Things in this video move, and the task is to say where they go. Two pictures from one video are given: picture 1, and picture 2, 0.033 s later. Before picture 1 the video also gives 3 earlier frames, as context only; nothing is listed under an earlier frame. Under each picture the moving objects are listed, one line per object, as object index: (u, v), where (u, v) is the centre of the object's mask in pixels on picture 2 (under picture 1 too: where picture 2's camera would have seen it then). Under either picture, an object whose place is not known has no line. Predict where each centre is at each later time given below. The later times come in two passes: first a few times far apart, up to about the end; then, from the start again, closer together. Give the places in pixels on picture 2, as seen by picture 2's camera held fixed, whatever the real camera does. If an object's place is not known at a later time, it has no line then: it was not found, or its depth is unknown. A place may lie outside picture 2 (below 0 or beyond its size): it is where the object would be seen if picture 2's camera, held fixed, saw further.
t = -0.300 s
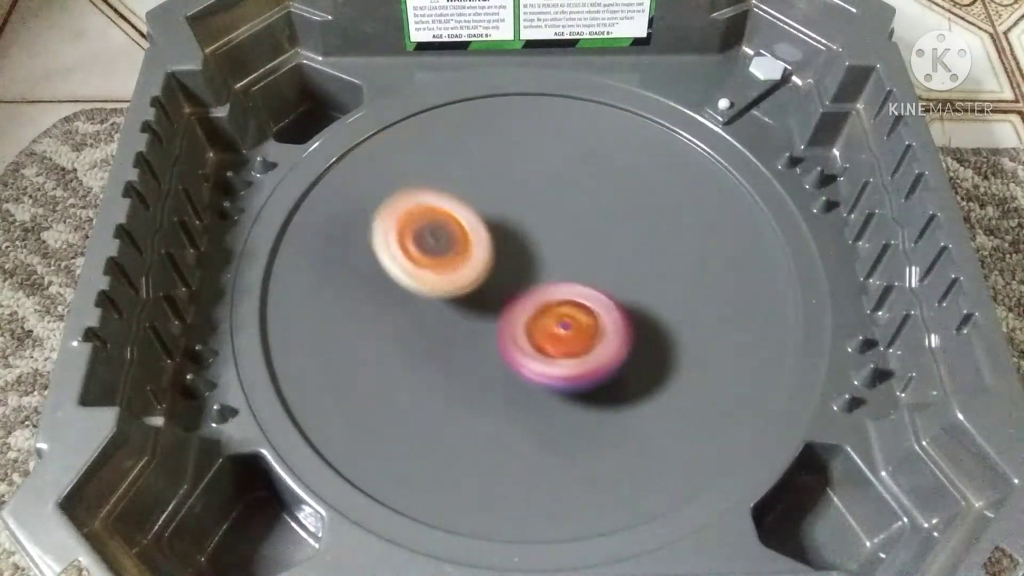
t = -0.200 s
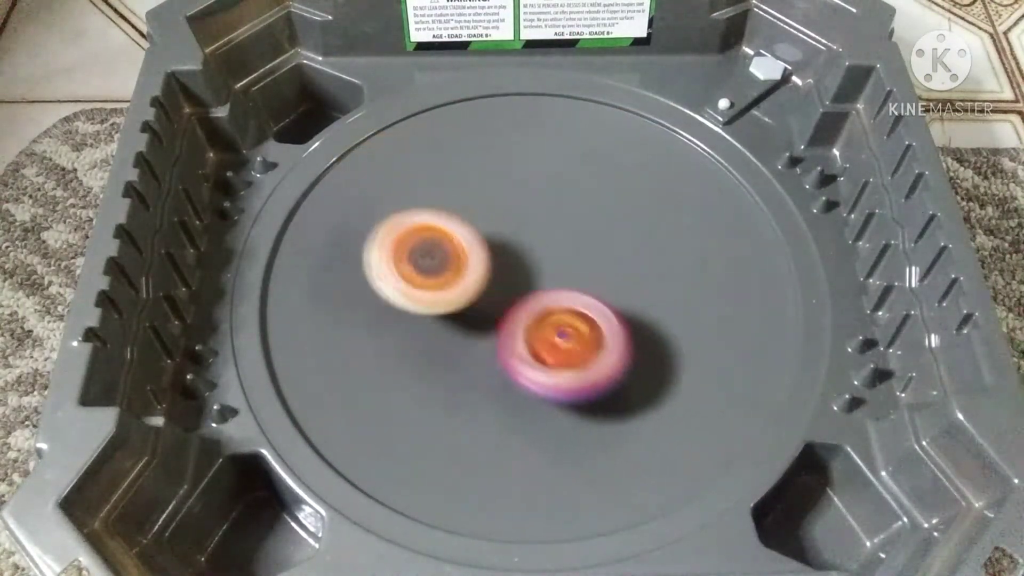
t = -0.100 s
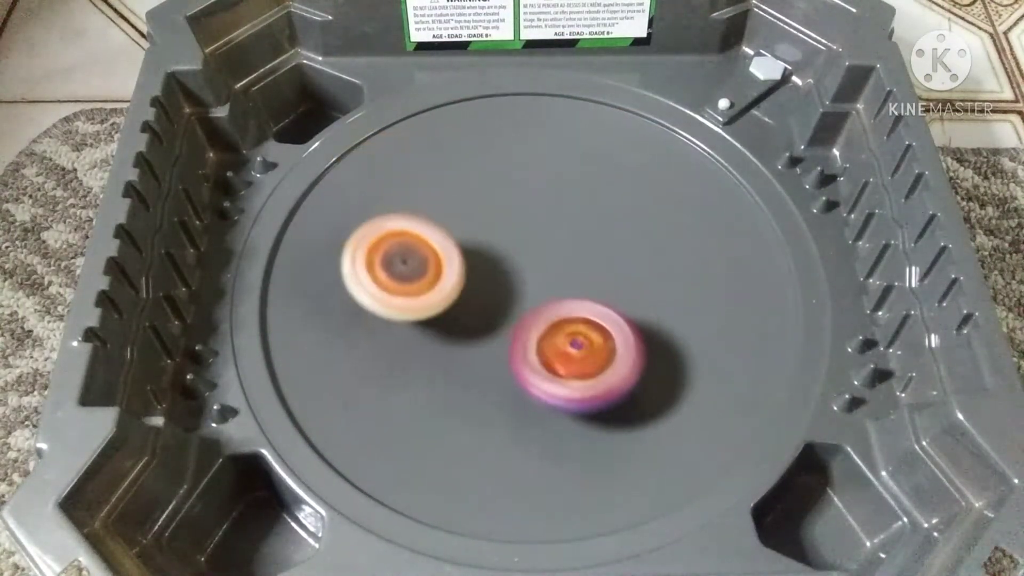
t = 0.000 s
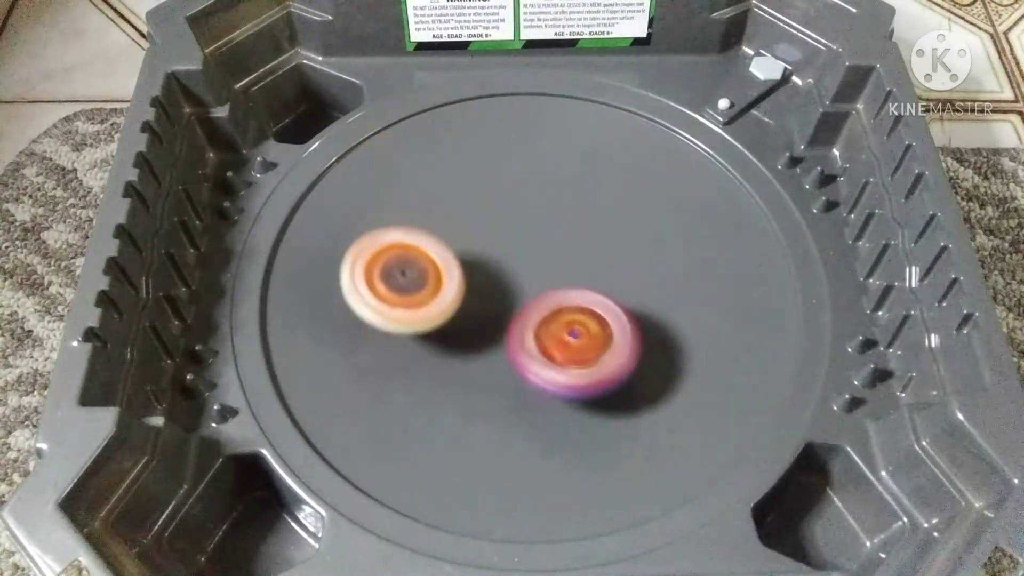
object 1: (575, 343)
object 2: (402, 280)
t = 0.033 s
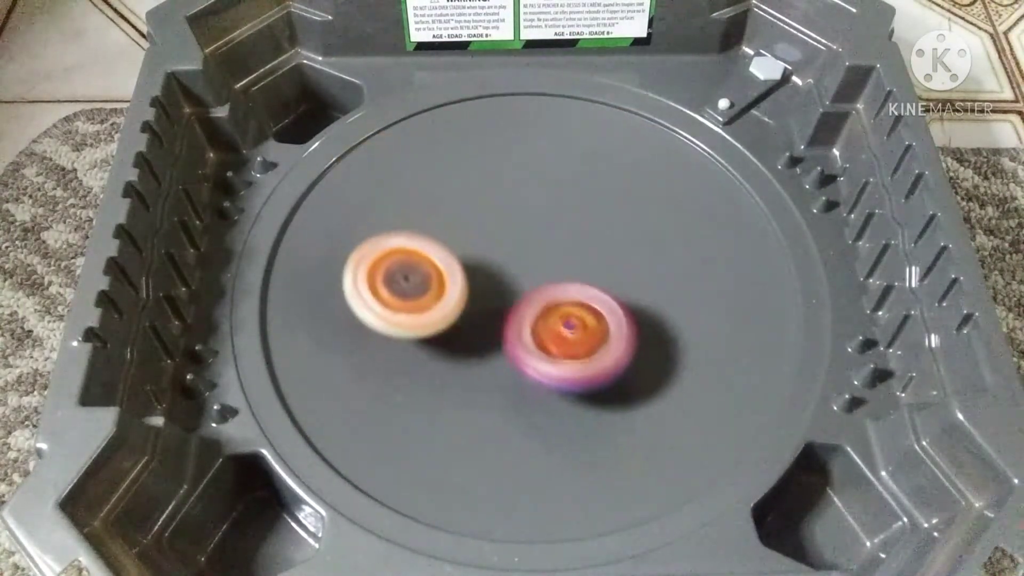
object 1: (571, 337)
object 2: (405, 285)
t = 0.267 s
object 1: (560, 284)
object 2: (407, 321)
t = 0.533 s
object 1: (522, 221)
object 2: (445, 357)
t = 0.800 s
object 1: (469, 220)
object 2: (491, 384)
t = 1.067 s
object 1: (499, 269)
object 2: (574, 365)
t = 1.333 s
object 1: (514, 236)
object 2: (658, 375)
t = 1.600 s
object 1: (535, 258)
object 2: (650, 313)
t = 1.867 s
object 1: (434, 247)
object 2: (751, 301)
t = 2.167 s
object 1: (497, 311)
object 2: (658, 261)
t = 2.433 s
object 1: (482, 331)
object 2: (622, 166)
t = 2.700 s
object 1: (517, 308)
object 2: (554, 158)
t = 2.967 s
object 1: (540, 326)
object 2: (465, 149)
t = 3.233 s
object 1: (574, 314)
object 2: (455, 207)
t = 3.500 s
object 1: (585, 279)
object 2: (450, 279)
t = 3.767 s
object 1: (566, 246)
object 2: (448, 337)
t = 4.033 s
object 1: (525, 233)
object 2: (509, 361)
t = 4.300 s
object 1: (507, 239)
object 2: (582, 326)
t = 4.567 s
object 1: (492, 253)
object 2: (612, 285)
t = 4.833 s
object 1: (496, 287)
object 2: (609, 239)
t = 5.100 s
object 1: (503, 321)
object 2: (564, 210)
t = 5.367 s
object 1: (536, 351)
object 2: (512, 199)
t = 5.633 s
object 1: (582, 317)
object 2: (471, 249)
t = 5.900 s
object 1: (580, 266)
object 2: (434, 313)
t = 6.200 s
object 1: (513, 249)
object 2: (498, 362)
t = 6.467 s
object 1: (486, 264)
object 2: (584, 347)
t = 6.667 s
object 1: (504, 277)
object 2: (629, 308)
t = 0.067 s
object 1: (566, 329)
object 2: (409, 290)
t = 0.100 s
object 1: (561, 322)
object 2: (414, 295)
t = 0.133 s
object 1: (554, 316)
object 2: (419, 301)
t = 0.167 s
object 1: (556, 308)
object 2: (415, 307)
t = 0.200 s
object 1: (560, 299)
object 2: (410, 312)
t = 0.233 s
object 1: (562, 291)
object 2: (406, 317)
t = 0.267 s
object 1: (560, 284)
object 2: (407, 321)
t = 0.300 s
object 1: (556, 277)
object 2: (412, 322)
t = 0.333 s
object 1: (550, 271)
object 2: (417, 323)
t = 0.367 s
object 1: (542, 265)
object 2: (424, 324)
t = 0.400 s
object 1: (533, 260)
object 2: (433, 324)
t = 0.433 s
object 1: (531, 249)
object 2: (435, 332)
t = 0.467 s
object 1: (530, 238)
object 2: (437, 342)
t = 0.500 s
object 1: (527, 229)
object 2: (440, 350)
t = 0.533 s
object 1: (522, 221)
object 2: (445, 357)
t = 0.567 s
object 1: (516, 215)
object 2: (449, 363)
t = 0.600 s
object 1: (508, 210)
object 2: (454, 368)
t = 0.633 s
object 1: (500, 207)
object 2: (459, 373)
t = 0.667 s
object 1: (492, 208)
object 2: (465, 377)
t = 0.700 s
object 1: (485, 209)
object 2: (470, 380)
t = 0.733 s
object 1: (479, 211)
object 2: (477, 382)
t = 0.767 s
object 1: (473, 215)
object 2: (483, 383)
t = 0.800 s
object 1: (469, 220)
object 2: (491, 384)
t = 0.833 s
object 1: (466, 227)
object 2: (499, 383)
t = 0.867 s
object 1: (466, 233)
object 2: (507, 382)
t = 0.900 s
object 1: (468, 240)
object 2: (516, 379)
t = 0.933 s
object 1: (471, 248)
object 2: (526, 377)
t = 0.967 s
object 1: (476, 255)
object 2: (536, 373)
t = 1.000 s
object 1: (484, 262)
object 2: (546, 368)
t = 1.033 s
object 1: (492, 268)
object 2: (556, 364)
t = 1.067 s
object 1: (499, 269)
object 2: (574, 365)
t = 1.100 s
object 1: (498, 259)
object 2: (596, 374)
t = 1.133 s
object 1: (498, 251)
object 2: (616, 380)
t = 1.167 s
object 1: (501, 244)
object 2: (631, 384)
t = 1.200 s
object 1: (503, 240)
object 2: (642, 384)
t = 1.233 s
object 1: (506, 236)
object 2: (650, 384)
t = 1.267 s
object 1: (508, 235)
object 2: (654, 381)
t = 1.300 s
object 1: (511, 236)
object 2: (657, 379)
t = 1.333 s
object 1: (514, 236)
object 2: (658, 375)
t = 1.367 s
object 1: (517, 237)
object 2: (658, 371)
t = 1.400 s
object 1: (519, 239)
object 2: (658, 365)
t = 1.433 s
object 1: (521, 241)
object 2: (657, 358)
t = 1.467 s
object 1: (523, 245)
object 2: (656, 351)
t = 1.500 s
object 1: (527, 248)
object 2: (655, 342)
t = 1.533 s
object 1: (529, 251)
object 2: (653, 333)
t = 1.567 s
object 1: (532, 254)
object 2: (653, 322)
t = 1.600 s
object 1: (535, 258)
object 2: (650, 313)
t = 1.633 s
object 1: (532, 257)
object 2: (660, 306)
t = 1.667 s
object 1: (510, 247)
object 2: (691, 307)
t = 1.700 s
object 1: (488, 238)
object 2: (716, 306)
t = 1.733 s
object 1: (471, 233)
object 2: (733, 304)
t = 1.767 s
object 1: (457, 232)
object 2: (743, 303)
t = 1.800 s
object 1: (447, 234)
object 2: (749, 302)
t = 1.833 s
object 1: (439, 240)
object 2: (751, 302)
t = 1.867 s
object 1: (434, 247)
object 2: (751, 301)
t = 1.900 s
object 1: (431, 257)
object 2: (748, 300)
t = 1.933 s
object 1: (432, 267)
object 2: (743, 299)
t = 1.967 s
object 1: (435, 277)
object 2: (736, 296)
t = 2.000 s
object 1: (441, 286)
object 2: (727, 292)
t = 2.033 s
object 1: (450, 295)
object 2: (716, 287)
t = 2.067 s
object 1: (461, 301)
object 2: (703, 281)
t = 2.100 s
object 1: (472, 306)
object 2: (690, 275)
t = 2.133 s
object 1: (484, 309)
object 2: (674, 268)
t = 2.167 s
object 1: (497, 311)
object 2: (658, 261)
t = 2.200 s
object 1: (511, 310)
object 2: (643, 254)
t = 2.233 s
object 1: (518, 310)
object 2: (630, 245)
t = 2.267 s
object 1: (505, 317)
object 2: (636, 225)
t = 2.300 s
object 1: (494, 323)
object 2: (639, 206)
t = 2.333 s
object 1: (486, 327)
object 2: (637, 192)
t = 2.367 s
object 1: (483, 329)
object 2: (634, 182)
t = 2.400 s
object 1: (481, 330)
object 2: (629, 172)
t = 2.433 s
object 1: (482, 331)
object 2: (622, 166)
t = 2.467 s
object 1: (484, 331)
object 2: (615, 162)
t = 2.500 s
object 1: (489, 331)
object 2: (609, 159)
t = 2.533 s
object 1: (493, 329)
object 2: (601, 157)
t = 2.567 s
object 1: (499, 326)
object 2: (592, 156)
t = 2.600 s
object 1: (504, 322)
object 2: (584, 155)
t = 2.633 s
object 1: (508, 318)
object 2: (574, 155)
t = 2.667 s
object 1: (512, 314)
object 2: (563, 156)
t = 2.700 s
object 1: (517, 308)
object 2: (554, 158)
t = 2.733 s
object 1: (520, 303)
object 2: (543, 161)
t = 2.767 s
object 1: (523, 298)
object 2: (532, 165)
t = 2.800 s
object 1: (524, 292)
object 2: (522, 170)
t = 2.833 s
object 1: (525, 287)
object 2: (512, 175)
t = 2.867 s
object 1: (527, 294)
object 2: (498, 171)
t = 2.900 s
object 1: (531, 309)
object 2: (484, 161)
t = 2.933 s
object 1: (536, 319)
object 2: (474, 154)
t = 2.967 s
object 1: (540, 326)
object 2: (465, 149)
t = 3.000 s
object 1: (544, 331)
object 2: (458, 149)
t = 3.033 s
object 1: (550, 334)
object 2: (453, 153)
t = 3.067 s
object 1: (556, 334)
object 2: (451, 158)
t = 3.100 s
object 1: (562, 331)
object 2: (450, 164)
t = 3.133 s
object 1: (566, 327)
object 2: (450, 173)
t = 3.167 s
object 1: (569, 323)
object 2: (450, 184)
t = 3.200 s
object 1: (572, 319)
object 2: (453, 196)
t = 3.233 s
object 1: (574, 314)
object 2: (455, 207)
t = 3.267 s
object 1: (576, 308)
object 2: (459, 219)
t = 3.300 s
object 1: (576, 301)
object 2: (463, 232)
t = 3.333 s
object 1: (578, 296)
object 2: (464, 243)
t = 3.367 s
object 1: (583, 293)
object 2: (458, 249)
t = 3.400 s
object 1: (586, 290)
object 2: (453, 257)
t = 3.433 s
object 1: (588, 287)
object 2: (450, 265)
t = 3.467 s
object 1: (588, 283)
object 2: (450, 273)
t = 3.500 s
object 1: (585, 279)
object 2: (450, 279)
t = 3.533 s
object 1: (581, 274)
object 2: (451, 286)
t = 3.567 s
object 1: (576, 271)
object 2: (453, 292)
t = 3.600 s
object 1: (576, 265)
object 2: (448, 302)
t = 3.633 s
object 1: (579, 259)
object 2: (444, 311)
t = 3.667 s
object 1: (579, 255)
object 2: (443, 319)
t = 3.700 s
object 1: (576, 251)
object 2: (443, 326)
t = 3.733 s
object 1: (572, 248)
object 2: (445, 332)
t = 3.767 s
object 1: (566, 246)
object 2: (448, 337)
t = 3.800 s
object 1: (559, 245)
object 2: (454, 341)
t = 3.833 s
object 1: (553, 246)
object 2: (461, 344)
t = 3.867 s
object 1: (547, 246)
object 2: (469, 346)
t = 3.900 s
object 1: (541, 248)
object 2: (478, 345)
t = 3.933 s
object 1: (535, 249)
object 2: (486, 345)
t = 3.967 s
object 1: (531, 244)
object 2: (492, 352)
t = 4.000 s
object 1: (527, 236)
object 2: (499, 359)
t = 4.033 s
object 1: (525, 233)
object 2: (509, 361)
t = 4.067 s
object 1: (522, 230)
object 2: (519, 361)
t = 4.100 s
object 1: (520, 230)
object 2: (530, 359)
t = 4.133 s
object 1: (517, 230)
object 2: (541, 355)
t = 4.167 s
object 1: (515, 232)
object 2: (550, 350)
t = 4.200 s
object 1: (514, 234)
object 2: (559, 343)
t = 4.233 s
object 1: (512, 238)
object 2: (566, 335)
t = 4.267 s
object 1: (510, 240)
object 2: (574, 330)
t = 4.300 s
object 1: (507, 239)
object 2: (582, 326)
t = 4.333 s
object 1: (505, 239)
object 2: (589, 321)
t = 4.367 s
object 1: (503, 241)
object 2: (594, 315)
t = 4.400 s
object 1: (503, 243)
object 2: (598, 309)
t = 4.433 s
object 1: (502, 244)
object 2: (602, 304)
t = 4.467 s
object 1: (499, 245)
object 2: (607, 300)
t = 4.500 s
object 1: (496, 247)
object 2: (610, 295)
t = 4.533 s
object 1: (494, 250)
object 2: (611, 290)
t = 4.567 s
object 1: (492, 253)
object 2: (612, 285)
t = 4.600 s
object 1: (486, 257)
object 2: (621, 281)
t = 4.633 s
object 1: (482, 260)
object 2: (629, 275)
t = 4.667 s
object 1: (481, 264)
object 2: (632, 269)
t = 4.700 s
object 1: (481, 268)
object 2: (631, 262)
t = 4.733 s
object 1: (483, 272)
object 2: (628, 256)
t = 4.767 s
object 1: (486, 277)
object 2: (622, 250)
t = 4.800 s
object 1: (491, 282)
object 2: (615, 245)
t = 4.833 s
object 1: (496, 287)
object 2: (609, 239)
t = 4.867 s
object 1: (491, 294)
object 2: (609, 231)
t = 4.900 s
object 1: (489, 301)
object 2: (608, 223)
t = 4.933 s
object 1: (488, 306)
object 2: (603, 217)
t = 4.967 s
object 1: (489, 310)
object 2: (596, 213)
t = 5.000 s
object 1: (490, 313)
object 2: (589, 210)
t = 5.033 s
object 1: (494, 317)
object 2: (581, 209)
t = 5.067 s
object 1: (499, 319)
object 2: (573, 208)
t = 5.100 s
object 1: (503, 321)
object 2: (564, 210)
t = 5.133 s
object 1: (509, 321)
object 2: (556, 212)
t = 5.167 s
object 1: (514, 321)
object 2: (547, 214)
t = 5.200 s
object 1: (517, 326)
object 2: (541, 213)
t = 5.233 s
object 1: (519, 337)
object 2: (538, 204)
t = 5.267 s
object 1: (522, 344)
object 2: (532, 198)
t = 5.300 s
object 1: (526, 349)
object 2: (525, 196)
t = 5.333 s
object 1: (531, 350)
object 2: (519, 196)
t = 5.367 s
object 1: (536, 351)
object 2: (512, 199)
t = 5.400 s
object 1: (543, 349)
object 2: (507, 203)
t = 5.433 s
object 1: (548, 346)
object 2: (501, 208)
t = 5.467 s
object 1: (553, 342)
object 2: (497, 215)
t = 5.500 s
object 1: (559, 336)
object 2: (493, 223)
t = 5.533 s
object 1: (563, 330)
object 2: (490, 231)
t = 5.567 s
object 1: (568, 324)
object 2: (487, 238)
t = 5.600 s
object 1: (575, 320)
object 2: (479, 244)
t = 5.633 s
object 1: (582, 317)
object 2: (471, 249)
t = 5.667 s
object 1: (588, 312)
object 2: (462, 254)
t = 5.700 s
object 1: (592, 306)
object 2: (454, 261)
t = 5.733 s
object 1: (594, 298)
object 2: (447, 268)
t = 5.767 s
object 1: (594, 292)
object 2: (442, 277)
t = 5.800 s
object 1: (593, 286)
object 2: (438, 286)
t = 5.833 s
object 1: (589, 279)
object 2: (435, 296)
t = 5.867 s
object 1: (585, 272)
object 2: (433, 304)
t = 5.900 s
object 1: (580, 266)
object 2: (434, 313)
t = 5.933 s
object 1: (575, 261)
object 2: (437, 321)
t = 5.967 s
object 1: (568, 256)
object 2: (441, 329)
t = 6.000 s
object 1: (559, 253)
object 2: (447, 336)
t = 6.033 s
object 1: (552, 250)
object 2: (453, 343)
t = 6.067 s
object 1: (544, 248)
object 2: (461, 350)
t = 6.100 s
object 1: (535, 246)
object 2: (469, 355)
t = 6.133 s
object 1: (527, 246)
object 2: (478, 359)
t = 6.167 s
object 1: (520, 247)
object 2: (488, 361)
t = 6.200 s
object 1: (513, 249)
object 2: (498, 362)
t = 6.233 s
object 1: (506, 252)
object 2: (508, 361)
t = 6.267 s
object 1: (501, 255)
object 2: (519, 360)
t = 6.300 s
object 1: (497, 257)
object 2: (530, 360)
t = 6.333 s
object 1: (493, 258)
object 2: (543, 359)
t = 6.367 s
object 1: (490, 260)
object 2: (554, 358)
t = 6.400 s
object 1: (487, 261)
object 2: (564, 354)
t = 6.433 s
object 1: (487, 262)
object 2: (574, 351)
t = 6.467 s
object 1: (486, 264)
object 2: (584, 347)
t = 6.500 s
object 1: (486, 267)
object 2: (593, 341)
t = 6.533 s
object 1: (489, 269)
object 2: (603, 335)
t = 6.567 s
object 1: (491, 271)
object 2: (611, 327)
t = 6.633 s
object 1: (500, 276)
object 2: (624, 315)
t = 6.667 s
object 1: (504, 277)
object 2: (629, 308)
